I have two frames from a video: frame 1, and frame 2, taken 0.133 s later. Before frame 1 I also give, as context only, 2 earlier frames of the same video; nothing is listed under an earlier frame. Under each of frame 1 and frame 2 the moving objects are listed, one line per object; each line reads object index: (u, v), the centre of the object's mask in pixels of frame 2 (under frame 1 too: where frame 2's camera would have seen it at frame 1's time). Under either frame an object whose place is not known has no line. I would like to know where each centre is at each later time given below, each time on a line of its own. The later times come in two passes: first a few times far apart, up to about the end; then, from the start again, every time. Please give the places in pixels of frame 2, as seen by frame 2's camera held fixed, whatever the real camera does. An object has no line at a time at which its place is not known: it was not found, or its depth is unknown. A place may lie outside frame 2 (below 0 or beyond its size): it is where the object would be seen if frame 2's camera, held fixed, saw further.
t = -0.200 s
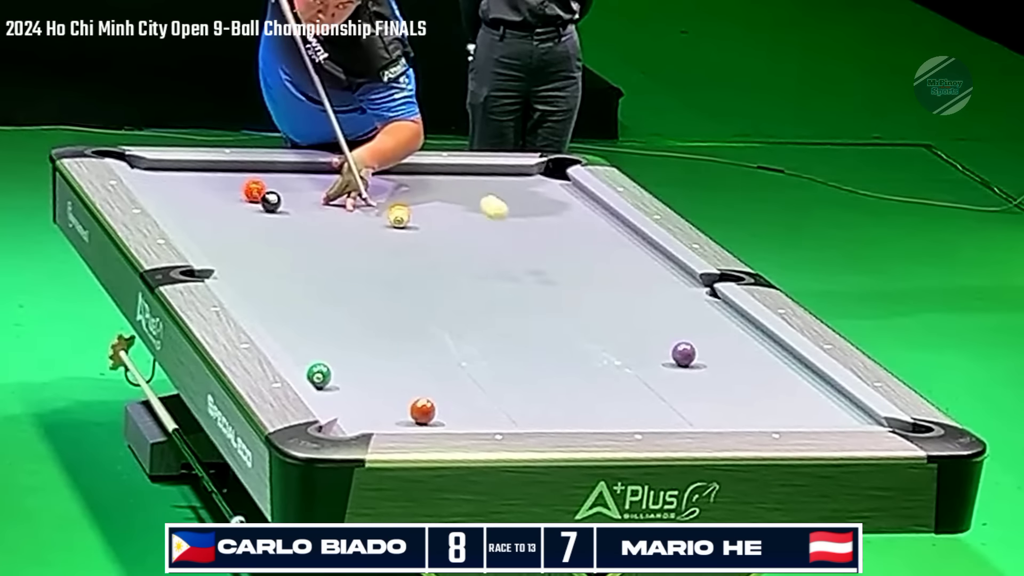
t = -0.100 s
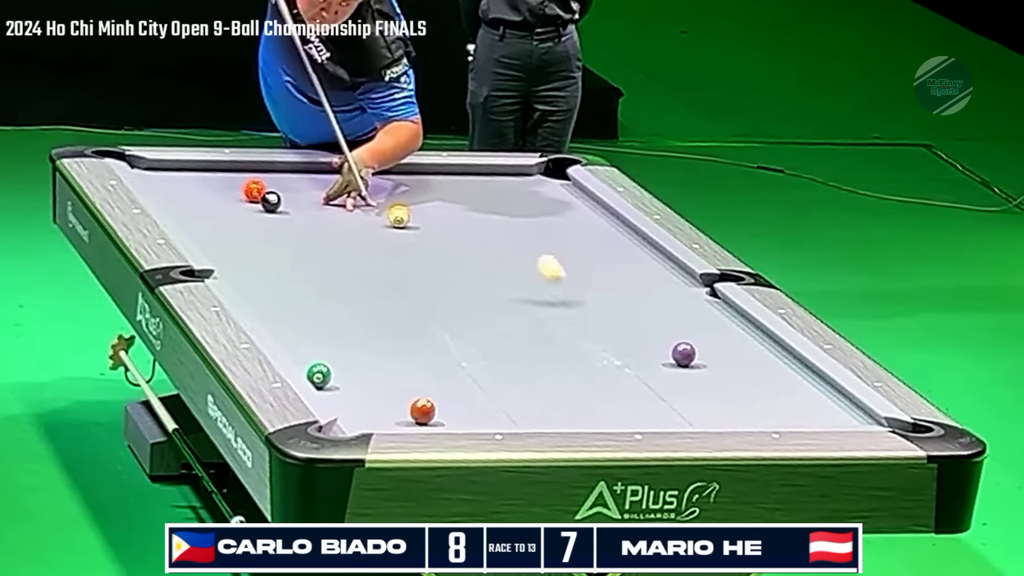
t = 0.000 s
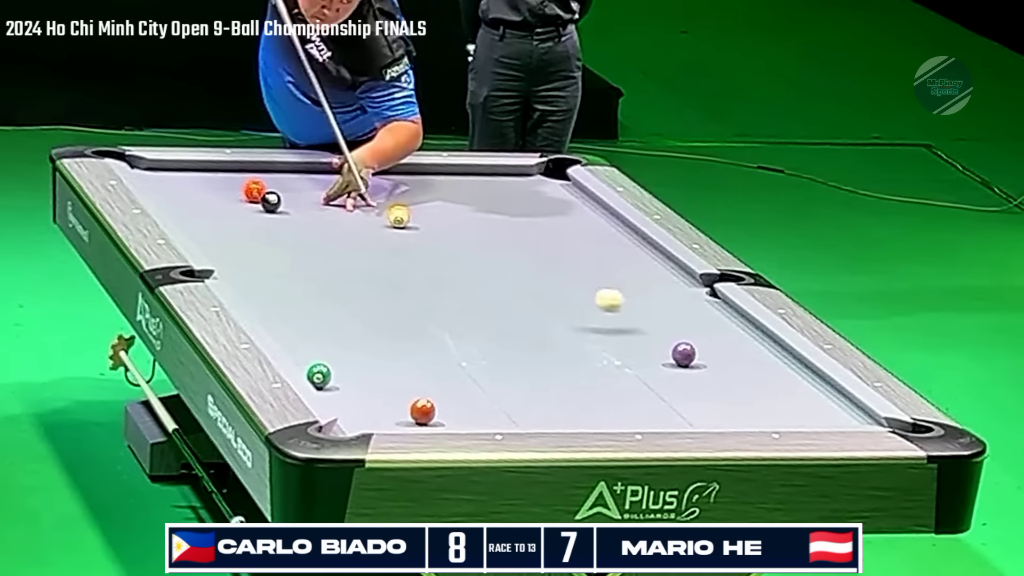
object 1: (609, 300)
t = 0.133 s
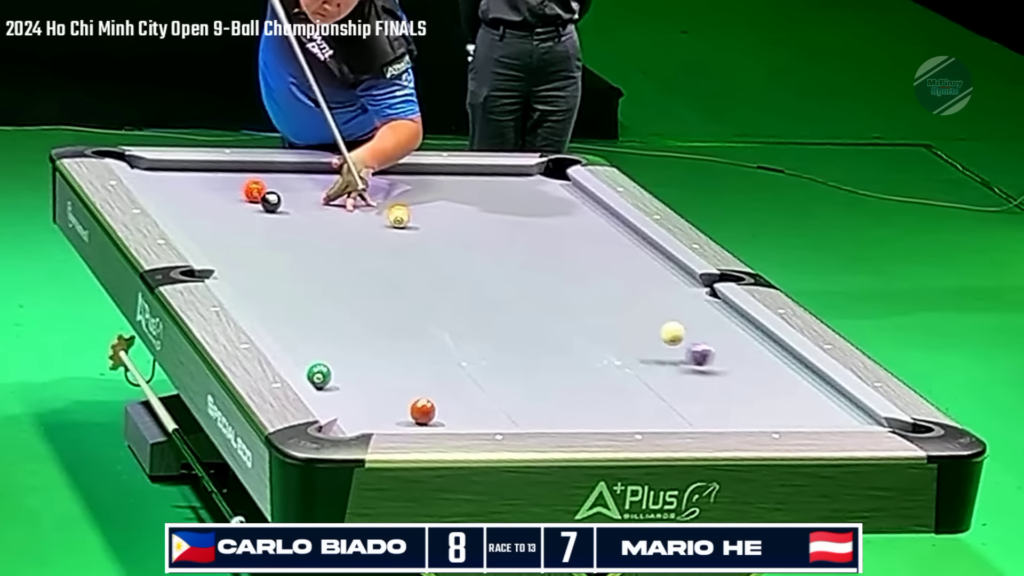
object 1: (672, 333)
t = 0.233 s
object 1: (673, 348)
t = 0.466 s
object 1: (663, 364)
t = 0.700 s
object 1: (654, 373)
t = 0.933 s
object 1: (644, 381)
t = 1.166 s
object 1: (635, 389)
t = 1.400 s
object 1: (626, 397)
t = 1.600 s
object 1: (619, 403)
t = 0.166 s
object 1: (673, 334)
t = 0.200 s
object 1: (673, 339)
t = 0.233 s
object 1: (673, 348)
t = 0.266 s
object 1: (672, 354)
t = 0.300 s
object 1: (671, 353)
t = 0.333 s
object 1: (669, 356)
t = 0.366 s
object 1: (668, 360)
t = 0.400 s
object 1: (667, 361)
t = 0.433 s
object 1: (665, 363)
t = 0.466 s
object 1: (663, 364)
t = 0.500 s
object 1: (662, 366)
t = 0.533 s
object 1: (661, 367)
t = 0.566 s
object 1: (659, 368)
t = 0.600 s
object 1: (658, 369)
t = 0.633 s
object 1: (657, 371)
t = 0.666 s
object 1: (655, 372)
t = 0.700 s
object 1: (654, 373)
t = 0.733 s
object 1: (652, 374)
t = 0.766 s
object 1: (651, 375)
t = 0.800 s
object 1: (650, 377)
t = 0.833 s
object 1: (648, 378)
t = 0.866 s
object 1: (647, 379)
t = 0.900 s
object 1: (645, 380)
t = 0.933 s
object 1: (644, 381)
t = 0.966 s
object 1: (643, 382)
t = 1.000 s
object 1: (642, 384)
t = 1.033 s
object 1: (640, 385)
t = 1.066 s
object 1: (639, 386)
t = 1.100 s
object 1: (637, 387)
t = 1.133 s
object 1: (637, 388)
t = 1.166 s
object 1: (635, 389)
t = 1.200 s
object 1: (634, 391)
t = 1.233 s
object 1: (633, 391)
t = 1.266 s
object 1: (631, 393)
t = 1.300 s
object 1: (630, 394)
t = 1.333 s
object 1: (629, 395)
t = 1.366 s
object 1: (627, 396)
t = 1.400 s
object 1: (626, 397)
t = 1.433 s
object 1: (625, 398)
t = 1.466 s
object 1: (624, 399)
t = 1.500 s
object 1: (622, 400)
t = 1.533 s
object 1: (622, 401)
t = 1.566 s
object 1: (620, 402)
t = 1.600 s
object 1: (619, 403)
